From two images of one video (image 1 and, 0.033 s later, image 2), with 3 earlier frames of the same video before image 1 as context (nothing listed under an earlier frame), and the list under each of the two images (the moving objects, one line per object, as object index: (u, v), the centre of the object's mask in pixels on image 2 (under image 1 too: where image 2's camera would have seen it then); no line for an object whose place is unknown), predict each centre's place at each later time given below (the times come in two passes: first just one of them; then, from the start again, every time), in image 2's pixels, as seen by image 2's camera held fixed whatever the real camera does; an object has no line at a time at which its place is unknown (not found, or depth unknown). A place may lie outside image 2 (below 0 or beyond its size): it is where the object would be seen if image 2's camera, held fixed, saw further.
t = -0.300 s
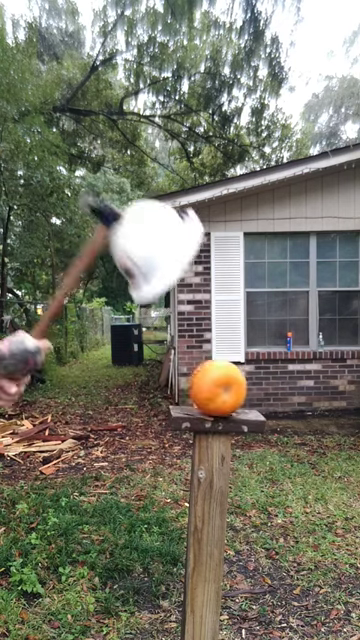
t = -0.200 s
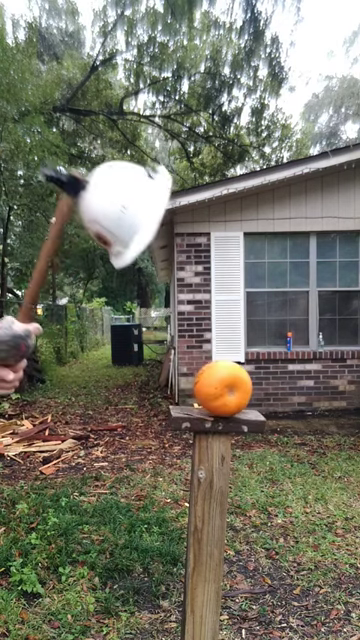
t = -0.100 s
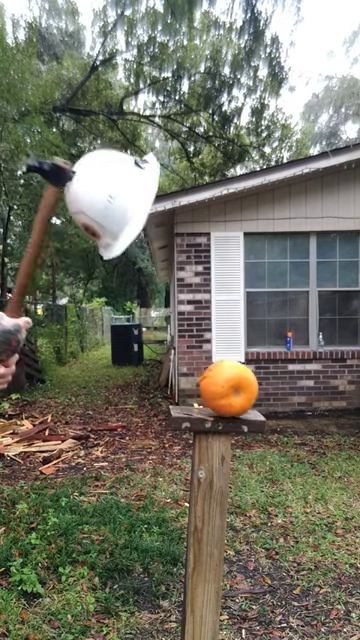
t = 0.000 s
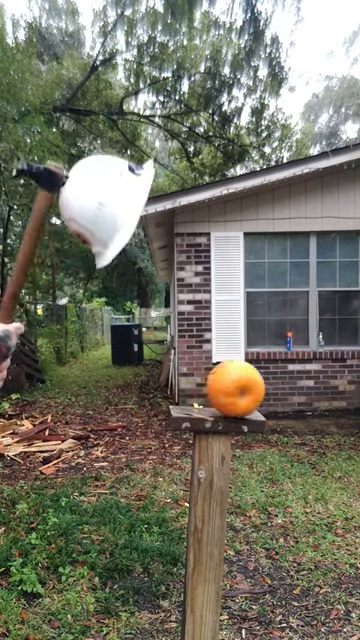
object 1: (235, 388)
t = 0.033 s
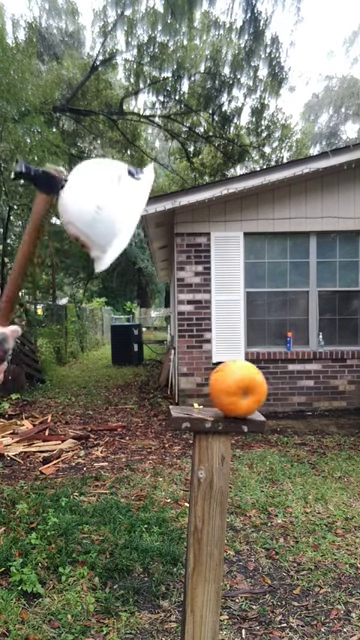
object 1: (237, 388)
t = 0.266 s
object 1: (261, 391)
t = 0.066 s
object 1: (240, 388)
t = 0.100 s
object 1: (242, 388)
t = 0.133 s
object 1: (245, 388)
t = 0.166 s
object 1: (248, 389)
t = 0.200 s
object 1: (252, 389)
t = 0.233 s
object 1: (256, 390)
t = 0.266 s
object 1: (261, 391)
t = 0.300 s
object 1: (265, 392)
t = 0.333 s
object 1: (271, 392)
